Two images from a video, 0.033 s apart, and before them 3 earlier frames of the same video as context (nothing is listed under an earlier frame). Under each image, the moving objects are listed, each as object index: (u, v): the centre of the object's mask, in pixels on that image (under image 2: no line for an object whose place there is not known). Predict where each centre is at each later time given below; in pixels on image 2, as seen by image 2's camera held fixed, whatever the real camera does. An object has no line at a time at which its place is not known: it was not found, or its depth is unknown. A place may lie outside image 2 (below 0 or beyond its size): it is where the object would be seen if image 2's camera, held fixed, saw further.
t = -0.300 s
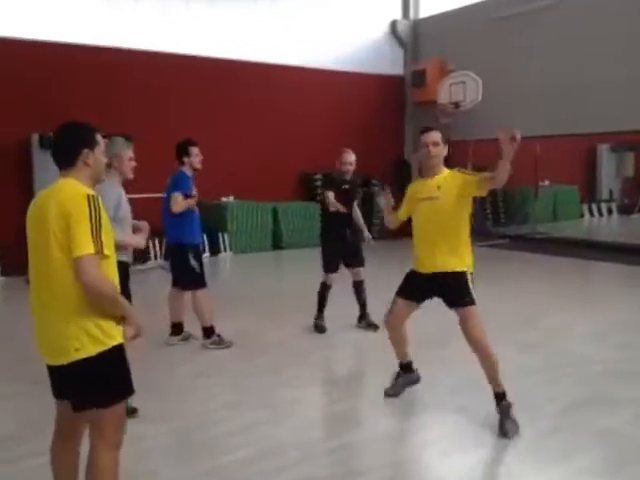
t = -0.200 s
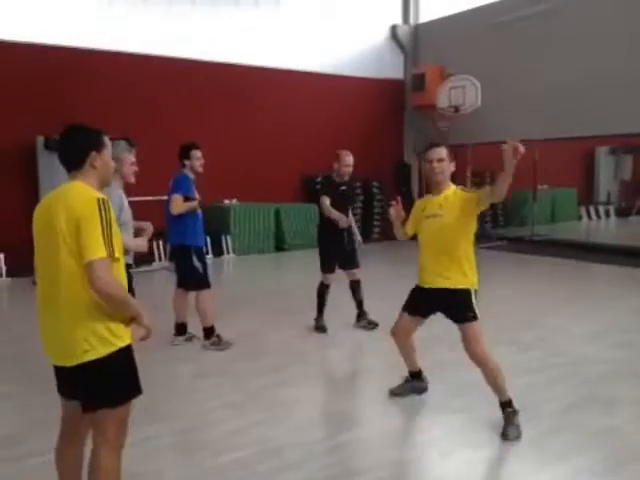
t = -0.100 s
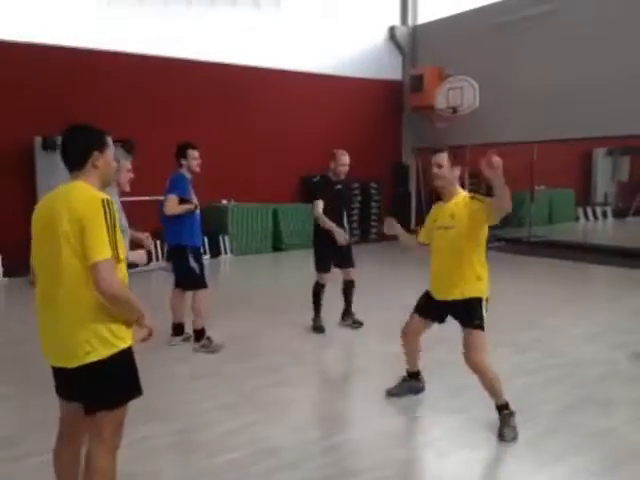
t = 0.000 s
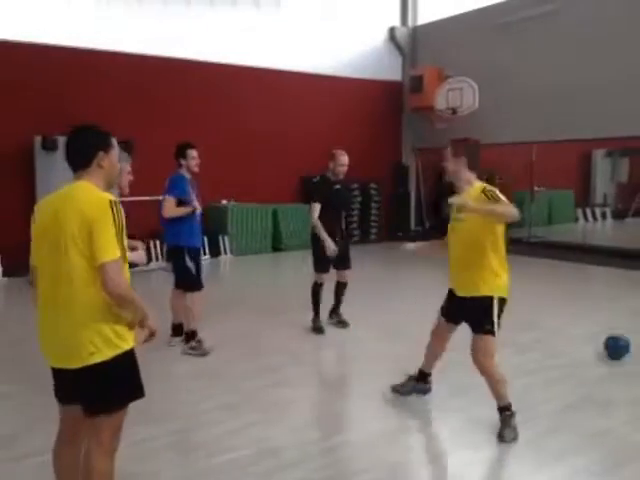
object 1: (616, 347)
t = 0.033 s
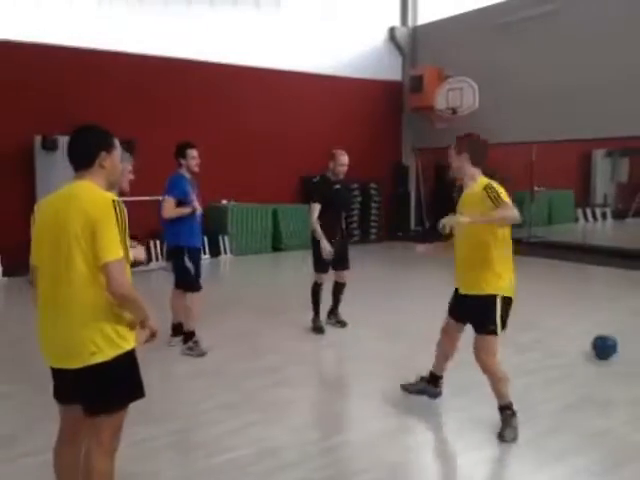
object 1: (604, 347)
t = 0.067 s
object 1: (591, 347)
